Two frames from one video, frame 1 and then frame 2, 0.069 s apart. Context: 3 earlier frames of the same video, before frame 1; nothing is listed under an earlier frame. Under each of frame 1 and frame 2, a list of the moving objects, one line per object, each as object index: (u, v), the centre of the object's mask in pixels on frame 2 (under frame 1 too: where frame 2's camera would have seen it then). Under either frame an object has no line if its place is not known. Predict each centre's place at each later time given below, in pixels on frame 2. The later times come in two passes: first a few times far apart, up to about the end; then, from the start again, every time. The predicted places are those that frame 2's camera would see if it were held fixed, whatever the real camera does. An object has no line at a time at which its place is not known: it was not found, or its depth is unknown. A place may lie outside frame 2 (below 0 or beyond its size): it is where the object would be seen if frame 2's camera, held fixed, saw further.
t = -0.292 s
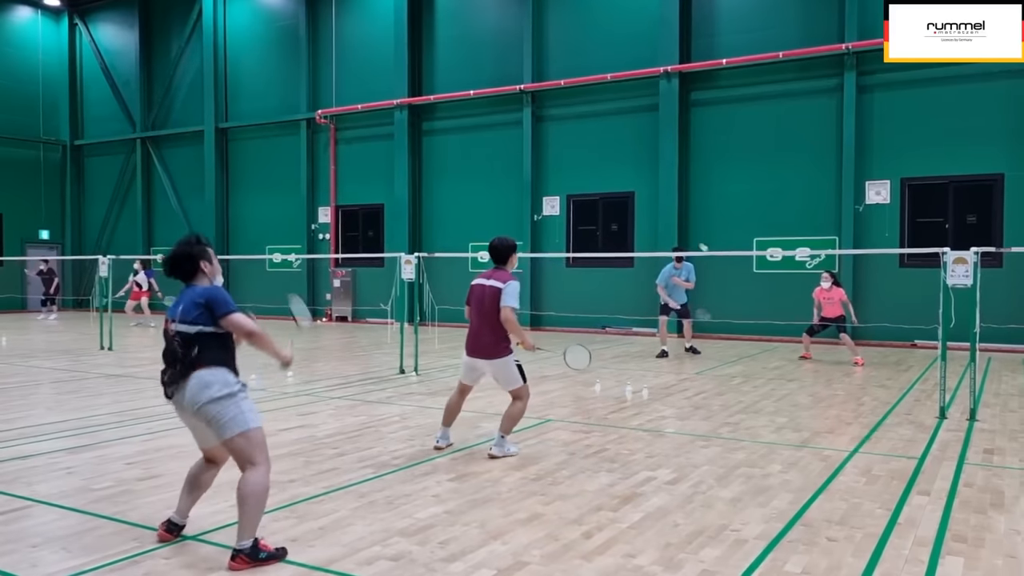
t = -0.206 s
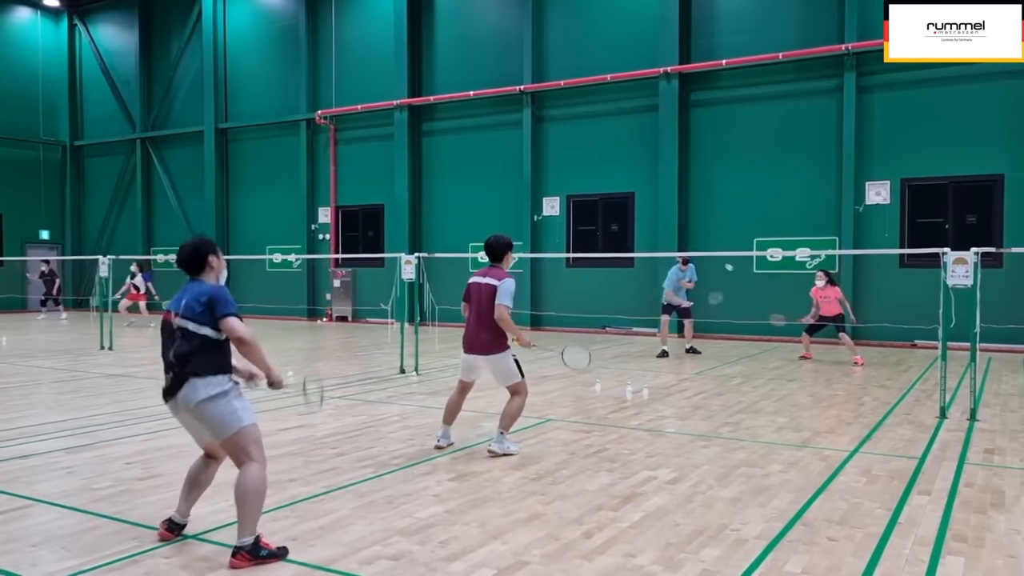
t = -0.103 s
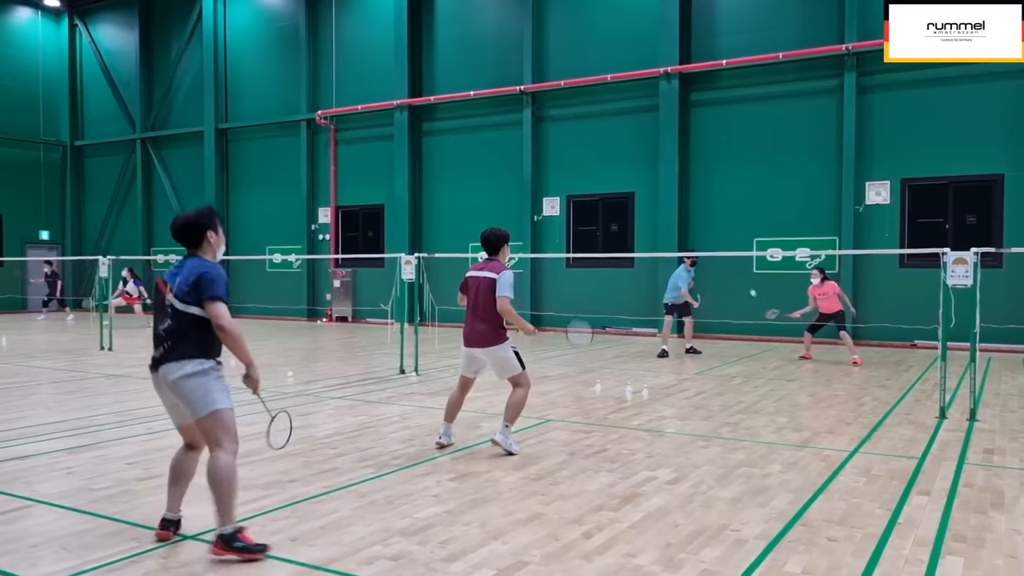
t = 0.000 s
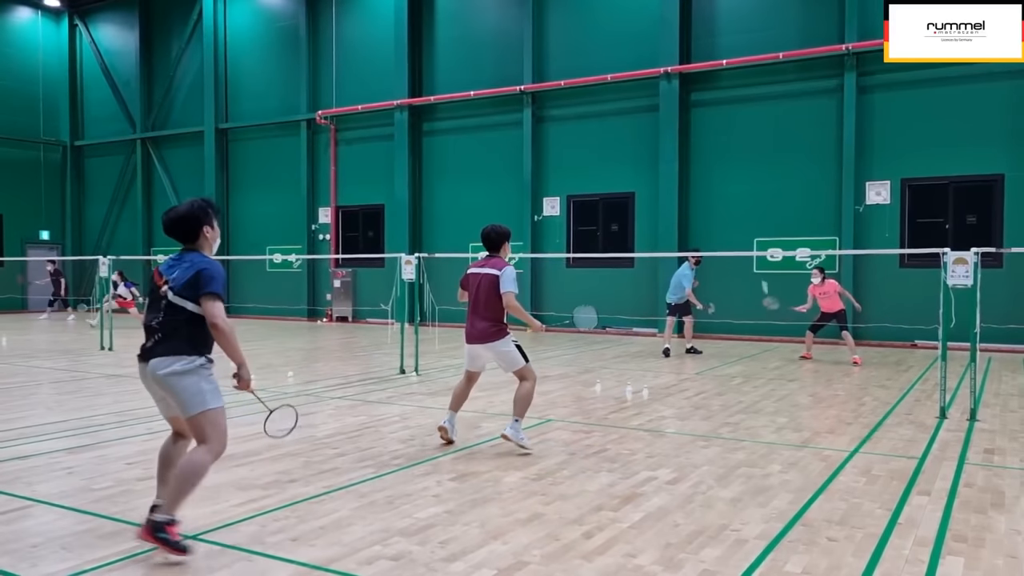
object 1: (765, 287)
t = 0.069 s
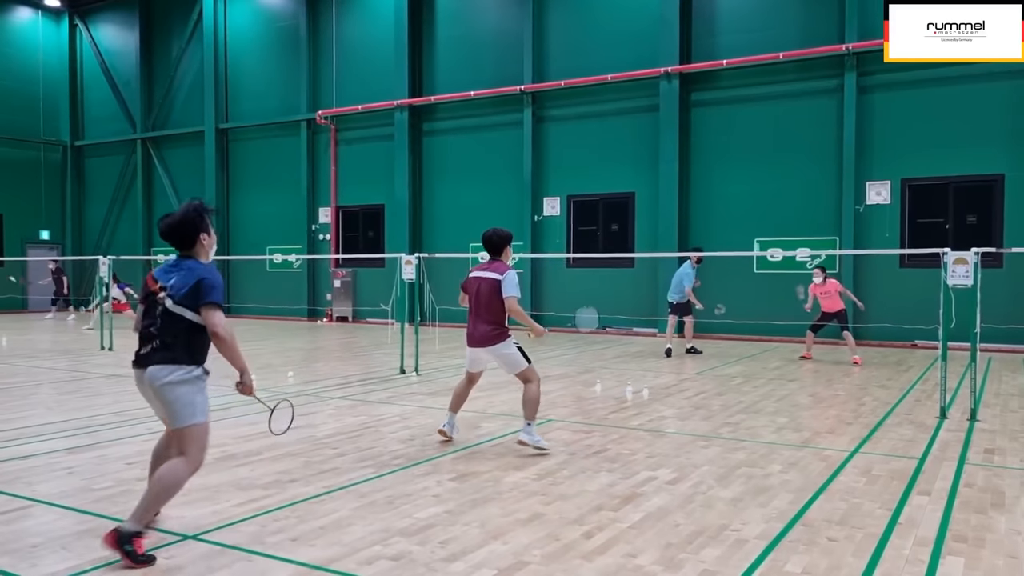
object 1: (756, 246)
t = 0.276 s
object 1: (741, 175)
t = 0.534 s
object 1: (723, 135)
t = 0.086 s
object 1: (755, 241)
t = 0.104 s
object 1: (754, 233)
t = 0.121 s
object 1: (753, 227)
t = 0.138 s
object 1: (751, 220)
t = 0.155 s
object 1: (750, 214)
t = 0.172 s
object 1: (748, 208)
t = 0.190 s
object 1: (748, 202)
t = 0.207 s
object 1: (746, 196)
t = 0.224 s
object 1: (745, 190)
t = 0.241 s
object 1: (744, 185)
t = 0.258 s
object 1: (743, 180)
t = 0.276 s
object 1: (741, 175)
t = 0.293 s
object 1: (740, 171)
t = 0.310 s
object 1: (739, 167)
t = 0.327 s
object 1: (738, 163)
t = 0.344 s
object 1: (737, 159)
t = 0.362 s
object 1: (736, 156)
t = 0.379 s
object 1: (735, 153)
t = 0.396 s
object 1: (733, 150)
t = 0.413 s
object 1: (732, 147)
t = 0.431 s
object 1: (731, 145)
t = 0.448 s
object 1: (729, 141)
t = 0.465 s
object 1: (728, 139)
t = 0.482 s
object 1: (727, 138)
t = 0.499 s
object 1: (726, 136)
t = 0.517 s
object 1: (724, 136)
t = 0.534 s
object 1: (723, 135)
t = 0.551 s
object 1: (722, 135)
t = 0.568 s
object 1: (721, 135)
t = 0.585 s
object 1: (720, 135)
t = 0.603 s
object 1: (718, 135)
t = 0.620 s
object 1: (717, 135)
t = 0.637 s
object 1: (716, 137)
